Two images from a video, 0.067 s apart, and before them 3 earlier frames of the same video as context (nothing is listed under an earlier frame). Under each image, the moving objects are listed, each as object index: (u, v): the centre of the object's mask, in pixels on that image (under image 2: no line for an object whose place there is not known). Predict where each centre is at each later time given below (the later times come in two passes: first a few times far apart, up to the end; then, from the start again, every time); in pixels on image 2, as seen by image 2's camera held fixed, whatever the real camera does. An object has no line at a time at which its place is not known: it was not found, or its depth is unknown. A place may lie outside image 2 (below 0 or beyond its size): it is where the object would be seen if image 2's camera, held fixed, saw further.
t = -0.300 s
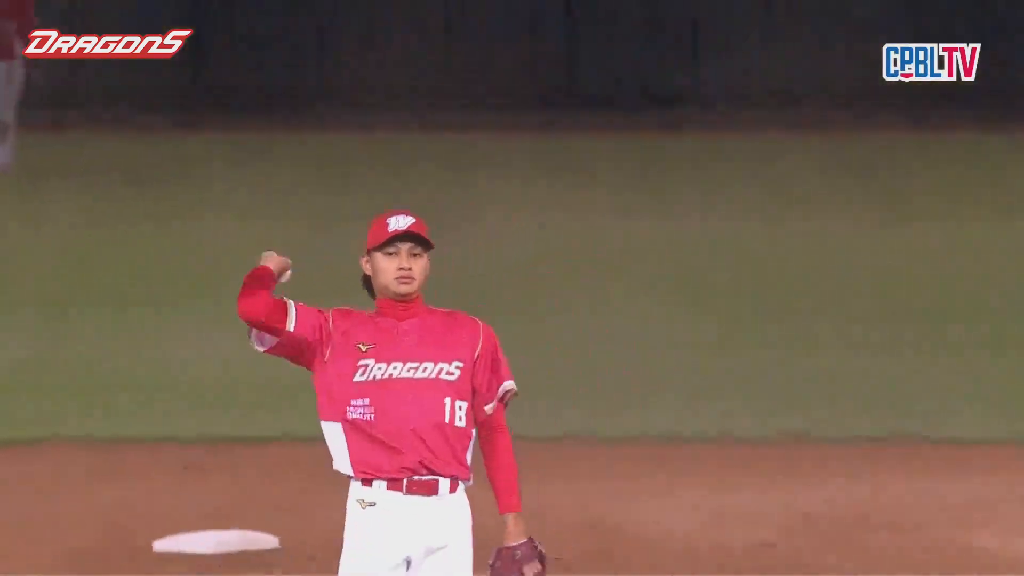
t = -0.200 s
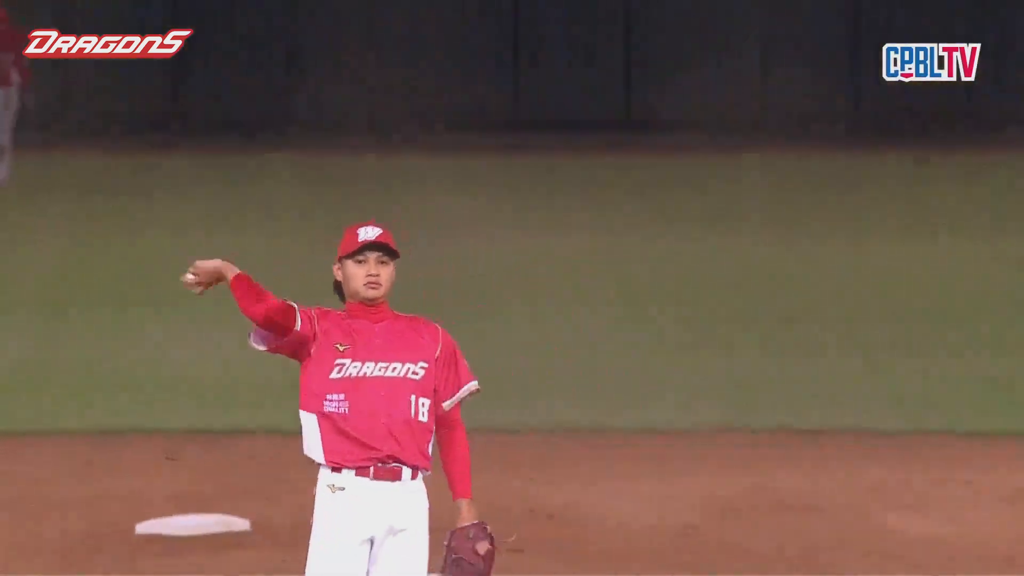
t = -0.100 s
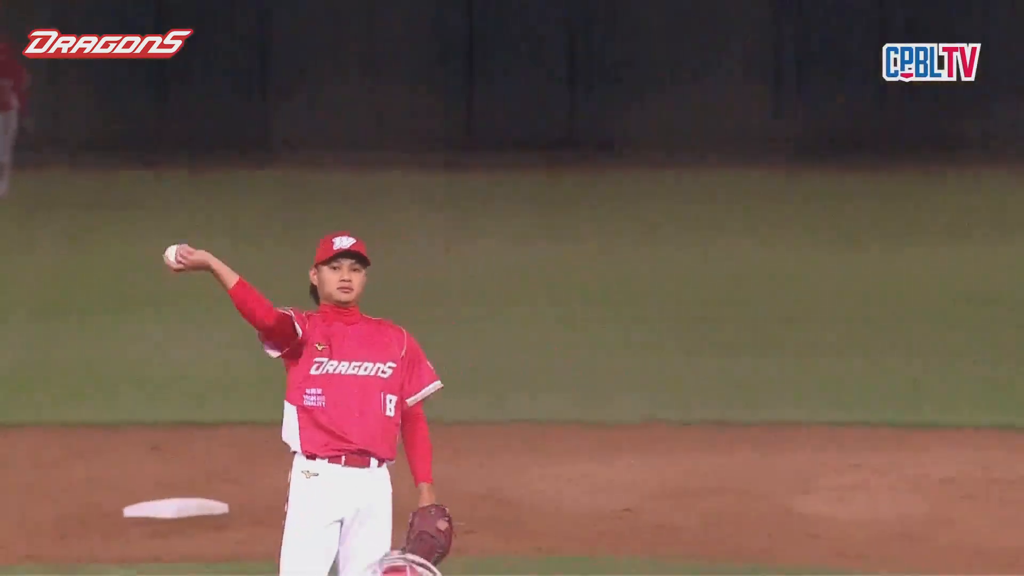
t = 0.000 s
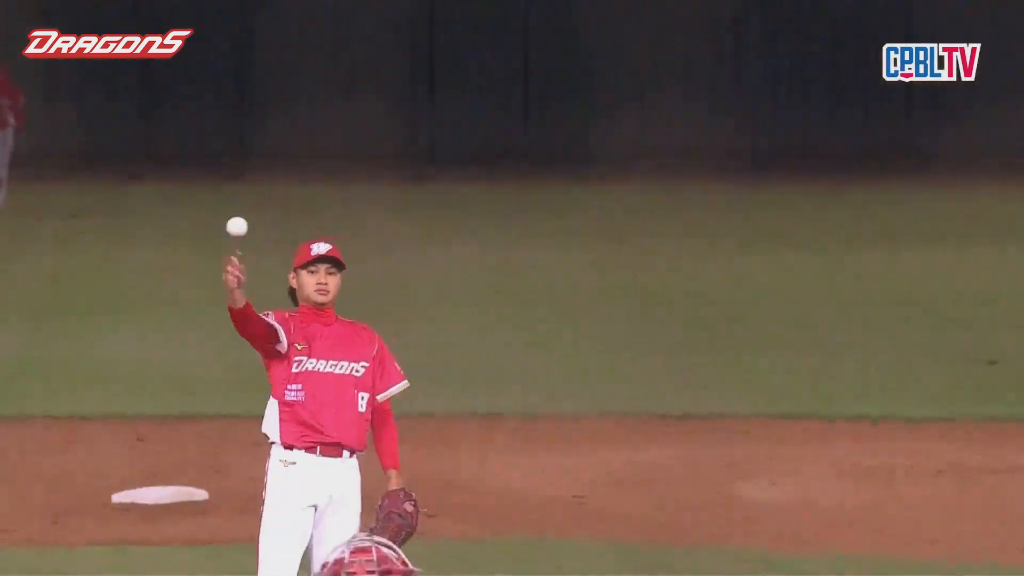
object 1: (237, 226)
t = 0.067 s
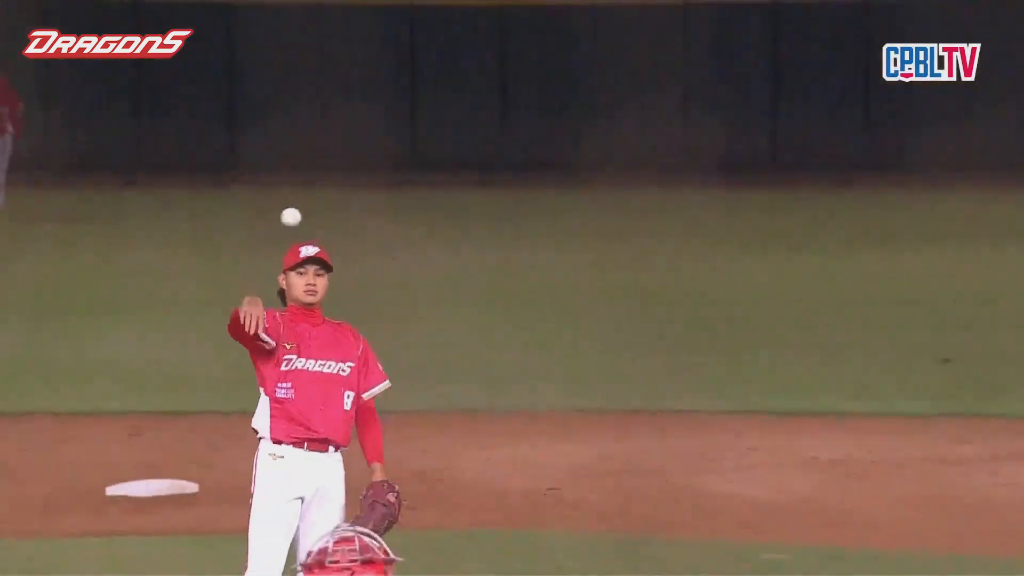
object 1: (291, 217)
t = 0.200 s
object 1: (407, 202)
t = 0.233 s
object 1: (444, 199)
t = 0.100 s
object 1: (323, 212)
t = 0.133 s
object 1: (350, 208)
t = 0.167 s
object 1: (376, 205)
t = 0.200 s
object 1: (407, 202)
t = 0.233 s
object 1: (444, 199)
